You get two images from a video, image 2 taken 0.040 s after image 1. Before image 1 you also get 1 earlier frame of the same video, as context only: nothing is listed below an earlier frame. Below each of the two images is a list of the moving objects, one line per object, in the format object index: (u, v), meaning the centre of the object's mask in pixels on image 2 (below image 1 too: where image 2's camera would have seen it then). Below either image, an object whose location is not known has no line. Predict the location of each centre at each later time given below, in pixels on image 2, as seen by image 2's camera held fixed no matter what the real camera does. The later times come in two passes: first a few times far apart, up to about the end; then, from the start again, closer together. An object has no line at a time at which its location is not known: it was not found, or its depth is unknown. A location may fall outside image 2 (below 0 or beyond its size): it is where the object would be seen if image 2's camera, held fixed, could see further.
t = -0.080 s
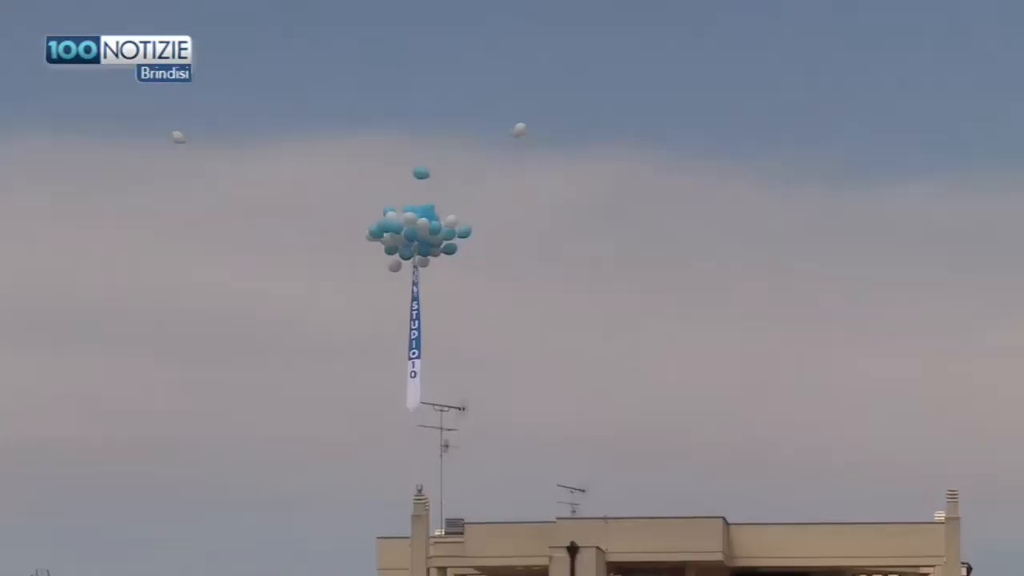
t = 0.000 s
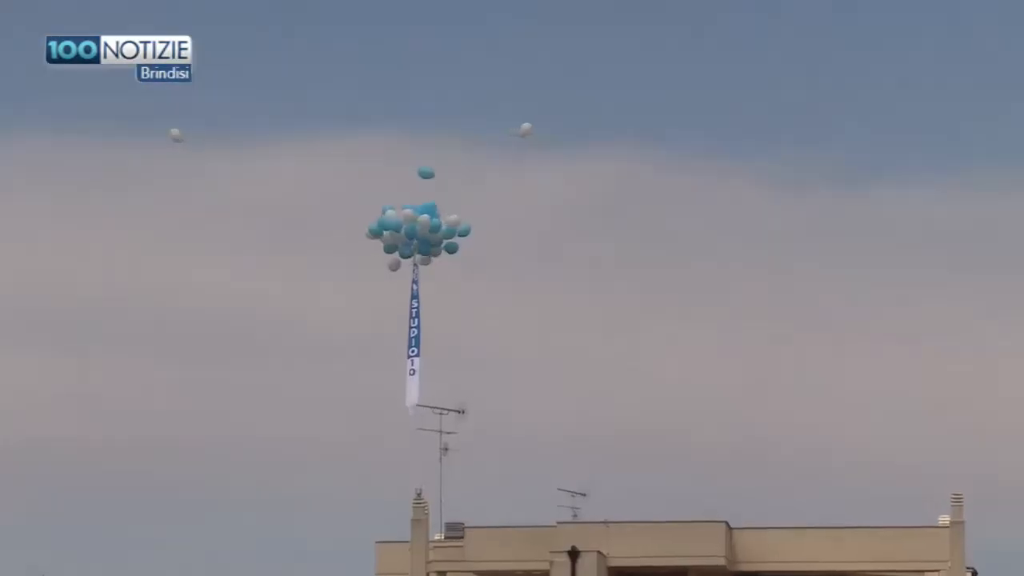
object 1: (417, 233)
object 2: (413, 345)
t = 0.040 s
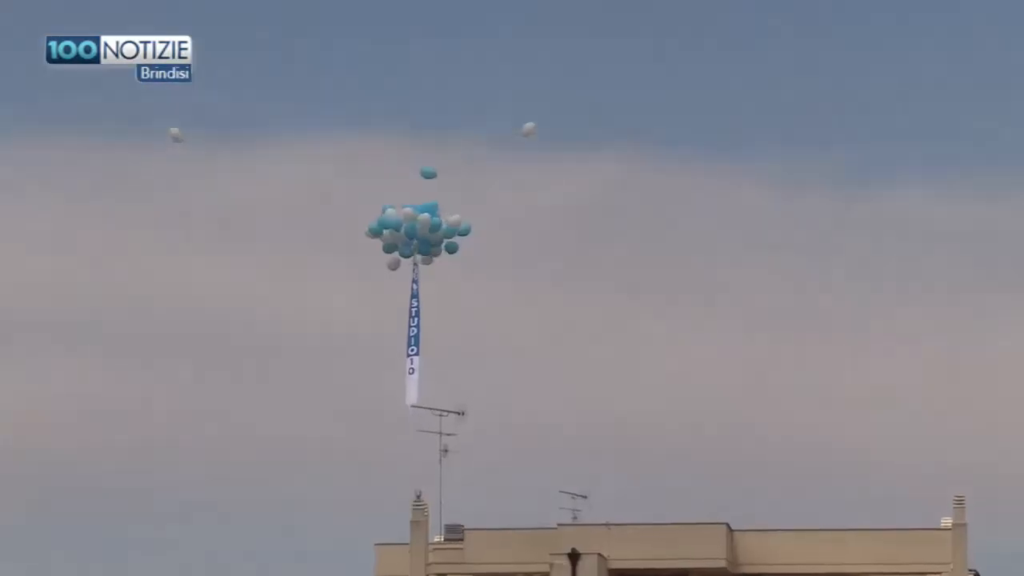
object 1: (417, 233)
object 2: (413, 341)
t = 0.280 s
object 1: (419, 230)
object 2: (411, 331)
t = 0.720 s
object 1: (423, 223)
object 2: (403, 327)
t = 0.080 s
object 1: (417, 232)
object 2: (413, 340)
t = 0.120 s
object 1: (417, 232)
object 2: (413, 337)
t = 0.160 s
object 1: (417, 231)
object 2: (412, 336)
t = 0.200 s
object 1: (418, 231)
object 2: (412, 334)
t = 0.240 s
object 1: (418, 231)
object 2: (412, 333)
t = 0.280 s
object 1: (419, 230)
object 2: (411, 331)
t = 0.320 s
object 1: (419, 229)
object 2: (411, 331)
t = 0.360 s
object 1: (420, 229)
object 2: (410, 330)
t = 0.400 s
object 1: (420, 221)
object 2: (409, 324)
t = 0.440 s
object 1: (421, 224)
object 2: (410, 326)
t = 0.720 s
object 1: (423, 223)
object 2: (403, 327)
